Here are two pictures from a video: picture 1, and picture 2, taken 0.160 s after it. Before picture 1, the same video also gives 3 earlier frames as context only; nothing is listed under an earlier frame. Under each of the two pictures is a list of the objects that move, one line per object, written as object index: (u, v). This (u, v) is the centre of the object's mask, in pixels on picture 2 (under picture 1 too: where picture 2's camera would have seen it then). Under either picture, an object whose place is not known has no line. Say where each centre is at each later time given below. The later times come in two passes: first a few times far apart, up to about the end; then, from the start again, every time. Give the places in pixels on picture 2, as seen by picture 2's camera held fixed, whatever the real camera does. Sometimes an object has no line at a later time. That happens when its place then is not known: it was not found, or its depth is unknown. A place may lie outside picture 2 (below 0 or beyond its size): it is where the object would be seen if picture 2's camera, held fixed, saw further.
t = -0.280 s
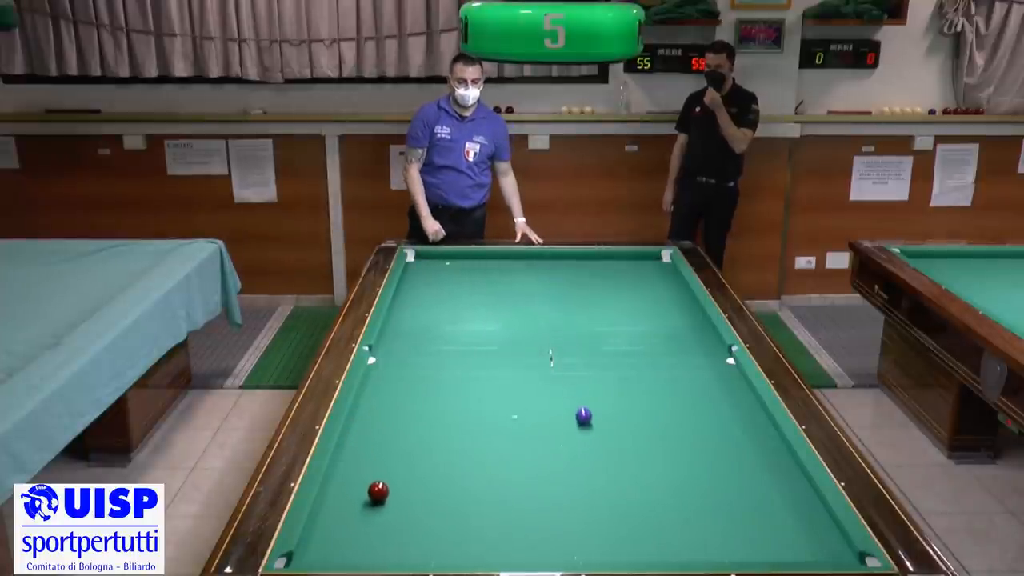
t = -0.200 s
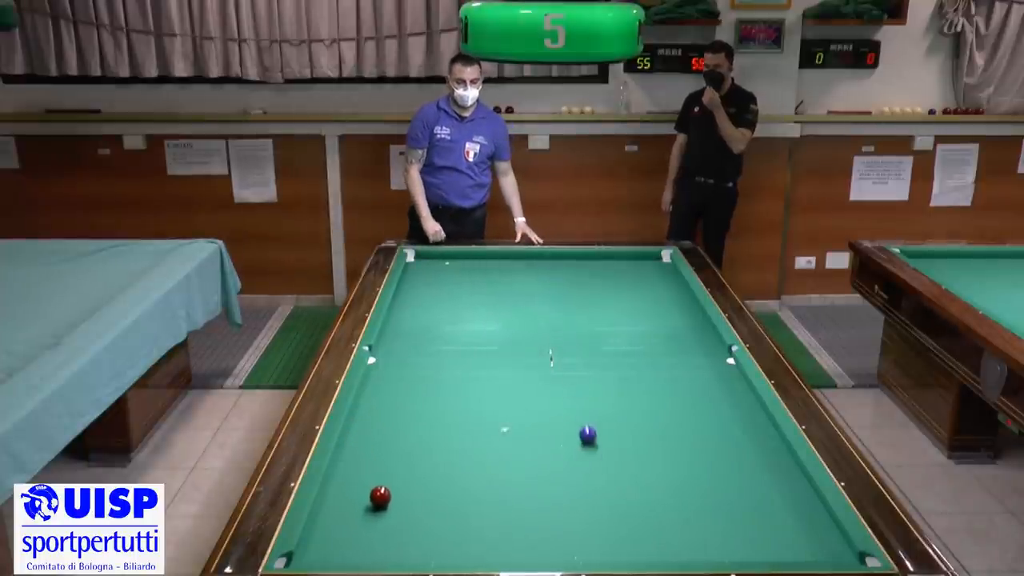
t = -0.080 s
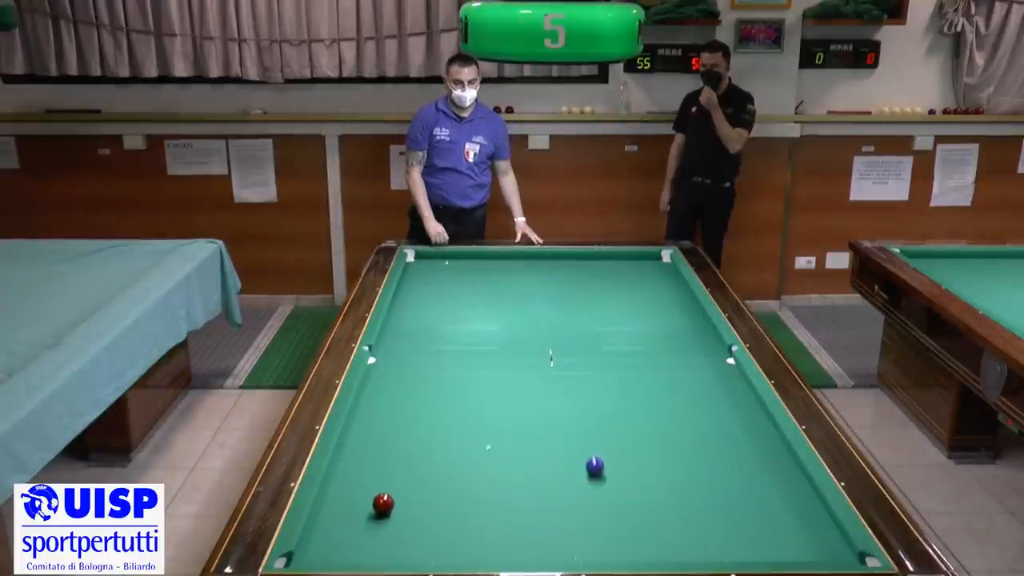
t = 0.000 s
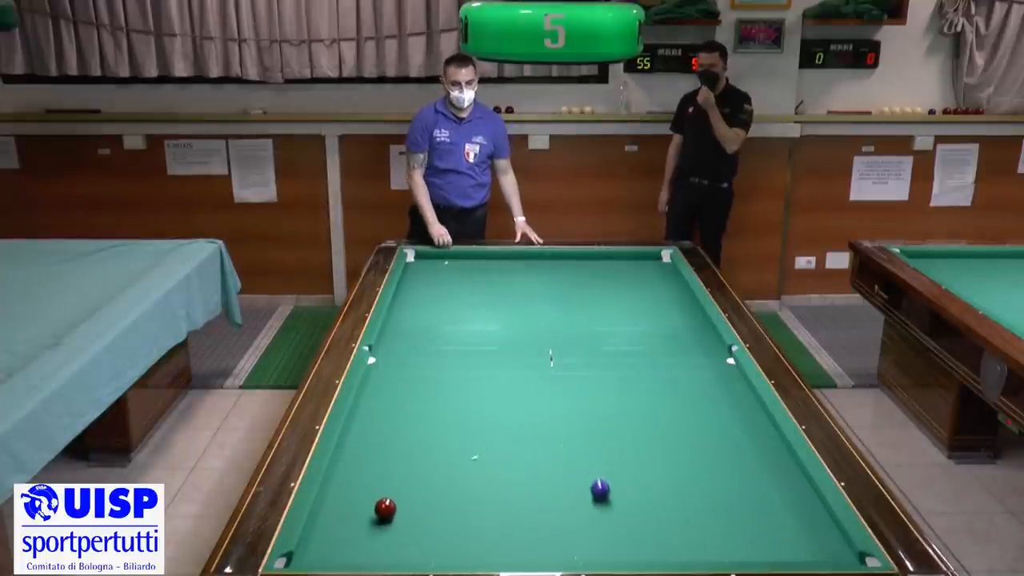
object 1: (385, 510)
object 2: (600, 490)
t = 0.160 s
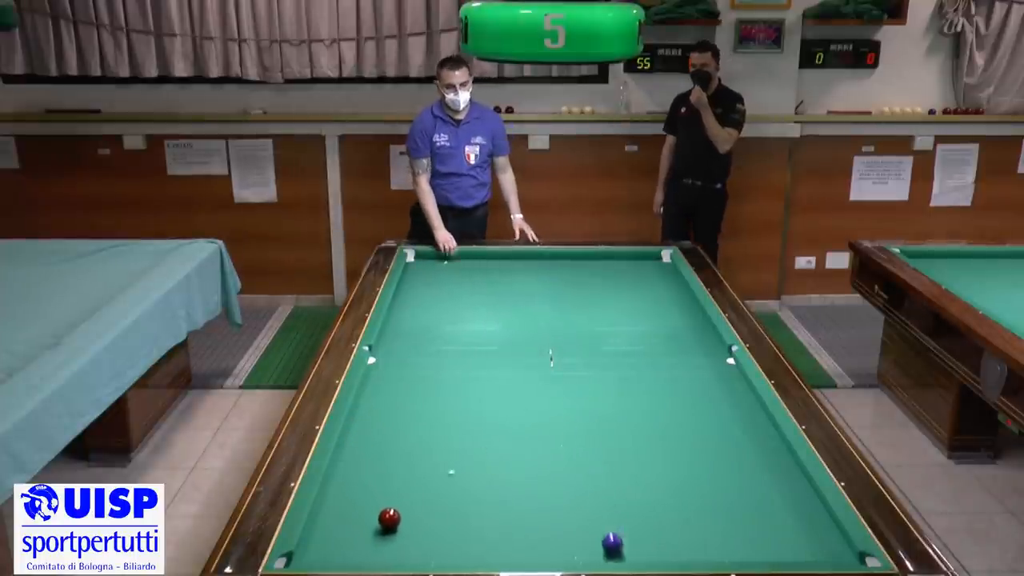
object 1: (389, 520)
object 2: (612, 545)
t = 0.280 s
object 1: (392, 527)
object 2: (613, 545)
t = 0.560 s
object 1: (400, 545)
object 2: (600, 480)
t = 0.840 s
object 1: (407, 557)
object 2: (590, 433)
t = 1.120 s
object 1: (416, 551)
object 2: (583, 394)
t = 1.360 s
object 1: (423, 546)
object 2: (577, 366)
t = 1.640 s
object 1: (430, 535)
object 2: (571, 339)
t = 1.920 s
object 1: (437, 527)
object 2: (567, 316)
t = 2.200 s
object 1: (442, 520)
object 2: (563, 296)
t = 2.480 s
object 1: (448, 514)
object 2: (559, 278)
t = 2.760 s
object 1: (452, 508)
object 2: (556, 263)
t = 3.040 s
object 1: (457, 503)
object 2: (556, 260)
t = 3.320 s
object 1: (461, 499)
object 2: (557, 269)
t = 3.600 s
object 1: (464, 495)
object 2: (559, 277)
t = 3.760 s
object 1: (465, 493)
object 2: (560, 283)
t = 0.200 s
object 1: (390, 522)
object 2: (615, 554)
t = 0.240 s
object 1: (391, 524)
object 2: (615, 553)
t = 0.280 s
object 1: (392, 527)
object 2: (613, 545)
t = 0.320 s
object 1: (393, 529)
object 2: (610, 533)
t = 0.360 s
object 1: (394, 532)
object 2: (608, 523)
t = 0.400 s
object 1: (395, 534)
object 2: (606, 513)
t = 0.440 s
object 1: (396, 537)
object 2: (604, 505)
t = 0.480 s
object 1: (398, 540)
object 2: (603, 496)
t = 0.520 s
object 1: (399, 542)
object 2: (601, 488)
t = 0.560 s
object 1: (400, 545)
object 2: (600, 480)
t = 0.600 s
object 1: (401, 547)
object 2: (598, 473)
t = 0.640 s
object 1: (402, 549)
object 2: (597, 466)
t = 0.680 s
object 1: (403, 551)
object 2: (595, 459)
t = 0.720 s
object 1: (404, 553)
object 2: (594, 452)
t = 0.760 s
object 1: (405, 554)
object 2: (593, 445)
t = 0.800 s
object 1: (406, 555)
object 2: (591, 439)
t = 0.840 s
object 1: (407, 557)
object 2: (590, 433)
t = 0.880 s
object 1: (408, 556)
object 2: (589, 427)
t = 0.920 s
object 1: (410, 555)
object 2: (588, 421)
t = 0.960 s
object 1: (411, 554)
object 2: (587, 415)
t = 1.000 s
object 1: (412, 553)
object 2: (586, 410)
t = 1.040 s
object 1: (414, 553)
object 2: (585, 404)
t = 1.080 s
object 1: (415, 552)
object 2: (584, 399)
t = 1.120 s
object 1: (416, 551)
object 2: (583, 394)
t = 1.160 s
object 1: (417, 550)
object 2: (582, 389)
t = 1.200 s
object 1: (418, 549)
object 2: (581, 385)
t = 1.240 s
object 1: (419, 548)
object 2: (580, 380)
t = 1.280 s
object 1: (421, 548)
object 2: (579, 375)
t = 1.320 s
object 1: (422, 547)
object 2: (578, 371)
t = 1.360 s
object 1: (423, 546)
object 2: (577, 366)
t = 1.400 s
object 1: (424, 545)
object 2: (576, 362)
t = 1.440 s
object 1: (425, 541)
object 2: (575, 358)
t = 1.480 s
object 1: (426, 540)
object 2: (575, 354)
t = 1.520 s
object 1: (427, 539)
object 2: (574, 350)
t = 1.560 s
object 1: (428, 538)
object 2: (573, 347)
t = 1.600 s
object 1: (429, 537)
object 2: (572, 343)
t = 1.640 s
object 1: (430, 535)
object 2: (571, 339)
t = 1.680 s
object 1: (431, 534)
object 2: (571, 335)
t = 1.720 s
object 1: (432, 533)
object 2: (570, 332)
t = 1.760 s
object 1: (433, 532)
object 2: (569, 329)
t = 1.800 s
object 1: (434, 531)
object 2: (569, 325)
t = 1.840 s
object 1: (435, 530)
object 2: (568, 322)
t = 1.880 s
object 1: (436, 528)
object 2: (567, 319)
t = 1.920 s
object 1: (437, 527)
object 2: (567, 316)
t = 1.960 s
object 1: (438, 526)
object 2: (566, 313)
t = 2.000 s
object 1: (438, 525)
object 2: (566, 310)
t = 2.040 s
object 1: (439, 524)
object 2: (565, 307)
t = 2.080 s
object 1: (440, 523)
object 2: (564, 304)
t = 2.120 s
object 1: (441, 522)
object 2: (564, 301)
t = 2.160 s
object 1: (442, 521)
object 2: (563, 298)
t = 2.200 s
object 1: (442, 520)
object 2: (563, 296)
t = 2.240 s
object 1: (443, 519)
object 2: (562, 293)
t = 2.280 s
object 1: (444, 518)
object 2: (561, 290)
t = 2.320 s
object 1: (445, 517)
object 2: (561, 288)
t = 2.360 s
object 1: (445, 516)
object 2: (560, 285)
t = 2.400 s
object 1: (446, 515)
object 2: (560, 283)
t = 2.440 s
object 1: (447, 514)
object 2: (559, 281)
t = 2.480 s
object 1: (448, 514)
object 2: (559, 278)
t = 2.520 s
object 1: (448, 513)
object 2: (558, 276)
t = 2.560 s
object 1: (449, 512)
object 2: (558, 274)
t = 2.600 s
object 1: (450, 511)
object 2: (557, 272)
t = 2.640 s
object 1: (450, 511)
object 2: (557, 270)
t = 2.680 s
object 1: (451, 510)
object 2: (556, 267)
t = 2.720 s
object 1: (452, 509)
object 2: (556, 265)
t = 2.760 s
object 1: (452, 508)
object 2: (556, 263)
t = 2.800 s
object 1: (453, 507)
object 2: (556, 261)
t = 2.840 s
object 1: (454, 506)
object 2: (555, 260)
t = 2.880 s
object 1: (454, 506)
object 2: (555, 257)
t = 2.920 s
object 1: (455, 505)
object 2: (555, 257)
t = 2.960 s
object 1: (455, 504)
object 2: (555, 258)
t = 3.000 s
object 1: (456, 504)
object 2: (555, 259)
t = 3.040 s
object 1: (457, 503)
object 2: (556, 260)
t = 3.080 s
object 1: (457, 503)
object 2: (556, 261)
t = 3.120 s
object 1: (458, 502)
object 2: (556, 262)
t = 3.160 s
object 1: (458, 501)
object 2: (556, 264)
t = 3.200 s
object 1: (459, 501)
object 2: (556, 265)
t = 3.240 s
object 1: (459, 500)
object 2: (556, 266)
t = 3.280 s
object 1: (460, 500)
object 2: (557, 268)
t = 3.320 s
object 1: (461, 499)
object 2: (557, 269)
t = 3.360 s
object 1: (461, 498)
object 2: (557, 270)
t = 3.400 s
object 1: (461, 498)
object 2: (558, 271)
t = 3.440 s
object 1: (462, 497)
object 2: (558, 273)
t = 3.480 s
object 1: (462, 497)
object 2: (558, 274)
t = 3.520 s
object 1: (463, 496)
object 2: (558, 275)
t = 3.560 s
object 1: (463, 496)
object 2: (559, 276)
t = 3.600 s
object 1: (464, 495)
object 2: (559, 277)
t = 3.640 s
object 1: (464, 495)
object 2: (559, 279)
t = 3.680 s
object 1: (464, 494)
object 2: (559, 280)
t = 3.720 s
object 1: (465, 494)
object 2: (560, 282)
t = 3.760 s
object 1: (465, 493)
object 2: (560, 283)
